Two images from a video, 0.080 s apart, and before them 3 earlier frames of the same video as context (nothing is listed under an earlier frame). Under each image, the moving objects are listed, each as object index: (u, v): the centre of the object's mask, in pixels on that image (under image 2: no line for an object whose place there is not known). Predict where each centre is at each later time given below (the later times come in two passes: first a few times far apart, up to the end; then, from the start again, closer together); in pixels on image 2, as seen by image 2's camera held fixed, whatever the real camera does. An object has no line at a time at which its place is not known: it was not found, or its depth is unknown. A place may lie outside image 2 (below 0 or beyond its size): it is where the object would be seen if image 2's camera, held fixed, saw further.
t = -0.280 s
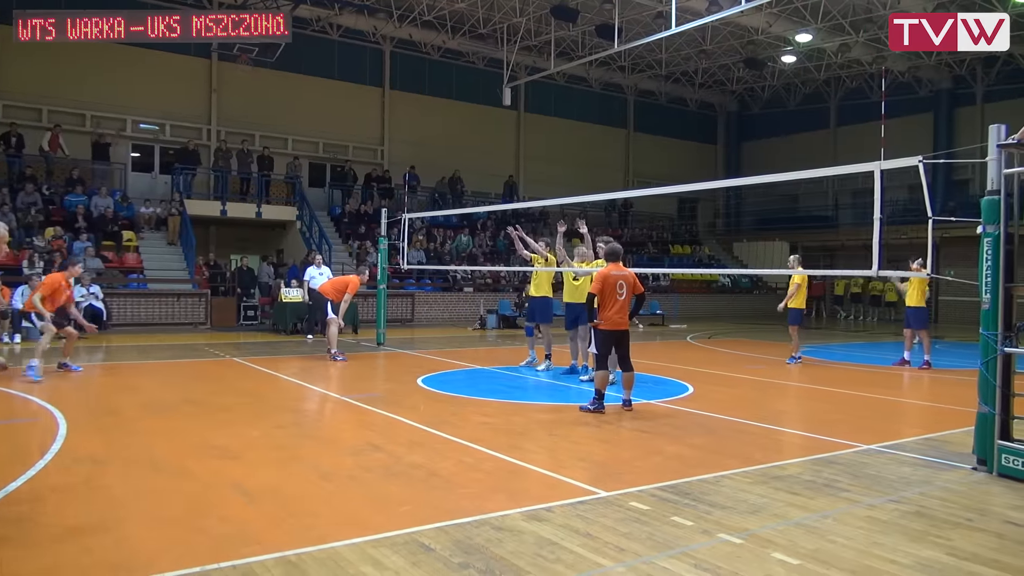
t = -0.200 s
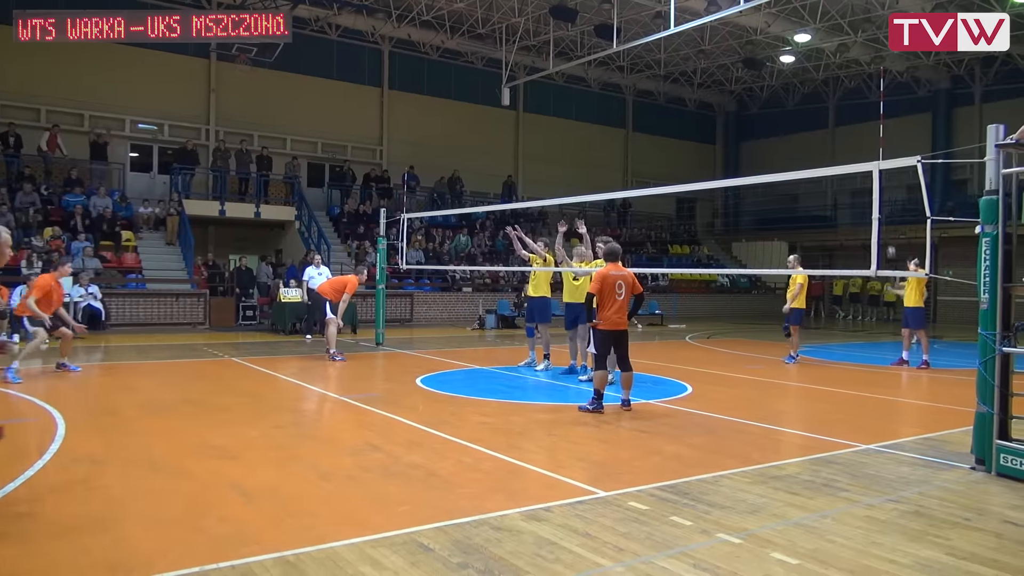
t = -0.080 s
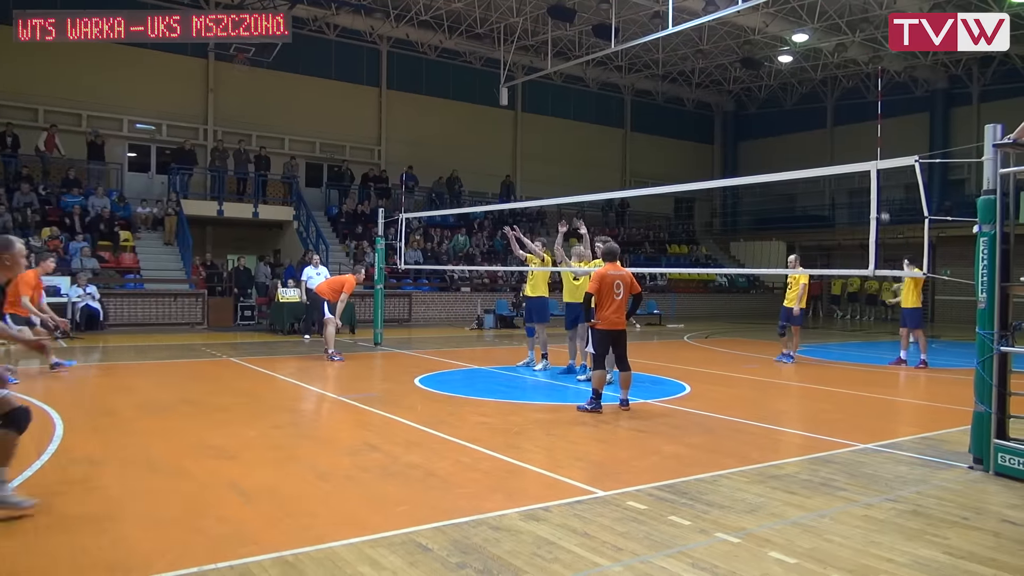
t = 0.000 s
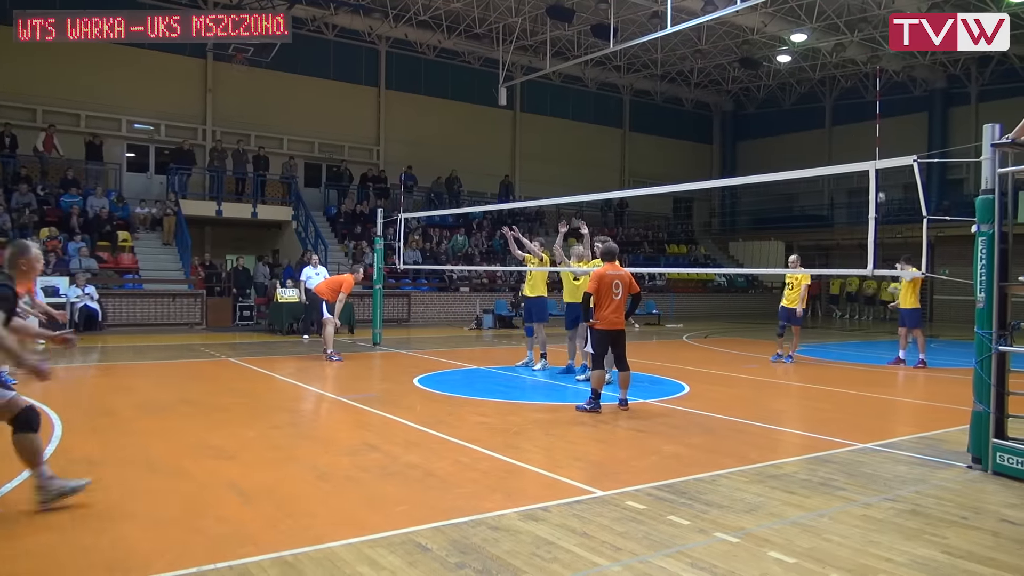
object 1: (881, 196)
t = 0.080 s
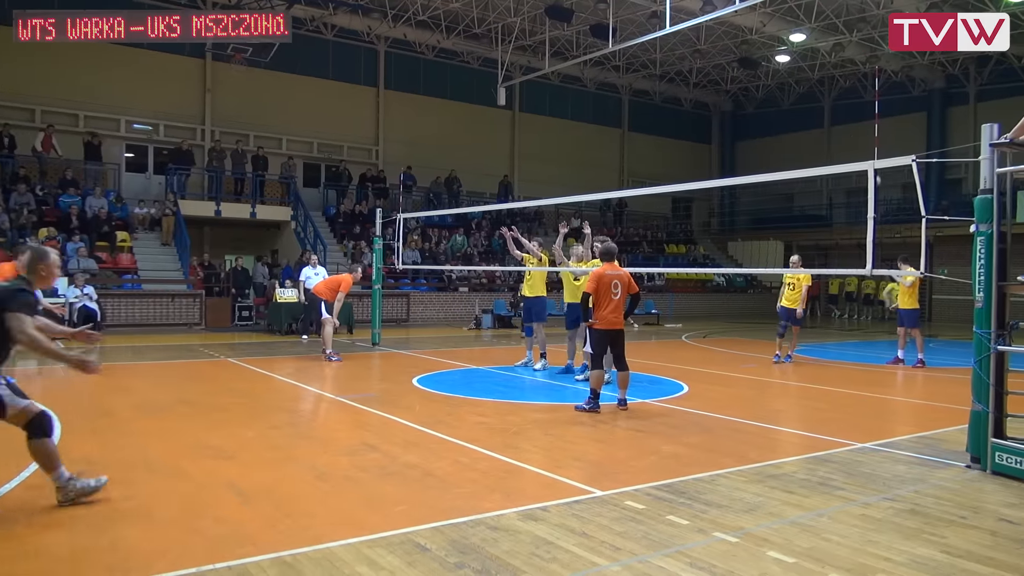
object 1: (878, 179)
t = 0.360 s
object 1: (864, 143)
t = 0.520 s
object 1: (857, 137)
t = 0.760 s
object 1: (845, 148)
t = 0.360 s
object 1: (864, 143)
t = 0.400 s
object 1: (862, 140)
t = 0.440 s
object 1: (860, 139)
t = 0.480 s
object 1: (858, 137)
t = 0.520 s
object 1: (857, 137)
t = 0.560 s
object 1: (855, 137)
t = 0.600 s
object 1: (853, 138)
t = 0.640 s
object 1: (850, 139)
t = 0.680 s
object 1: (848, 141)
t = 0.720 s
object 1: (847, 144)
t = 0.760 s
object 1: (845, 148)
